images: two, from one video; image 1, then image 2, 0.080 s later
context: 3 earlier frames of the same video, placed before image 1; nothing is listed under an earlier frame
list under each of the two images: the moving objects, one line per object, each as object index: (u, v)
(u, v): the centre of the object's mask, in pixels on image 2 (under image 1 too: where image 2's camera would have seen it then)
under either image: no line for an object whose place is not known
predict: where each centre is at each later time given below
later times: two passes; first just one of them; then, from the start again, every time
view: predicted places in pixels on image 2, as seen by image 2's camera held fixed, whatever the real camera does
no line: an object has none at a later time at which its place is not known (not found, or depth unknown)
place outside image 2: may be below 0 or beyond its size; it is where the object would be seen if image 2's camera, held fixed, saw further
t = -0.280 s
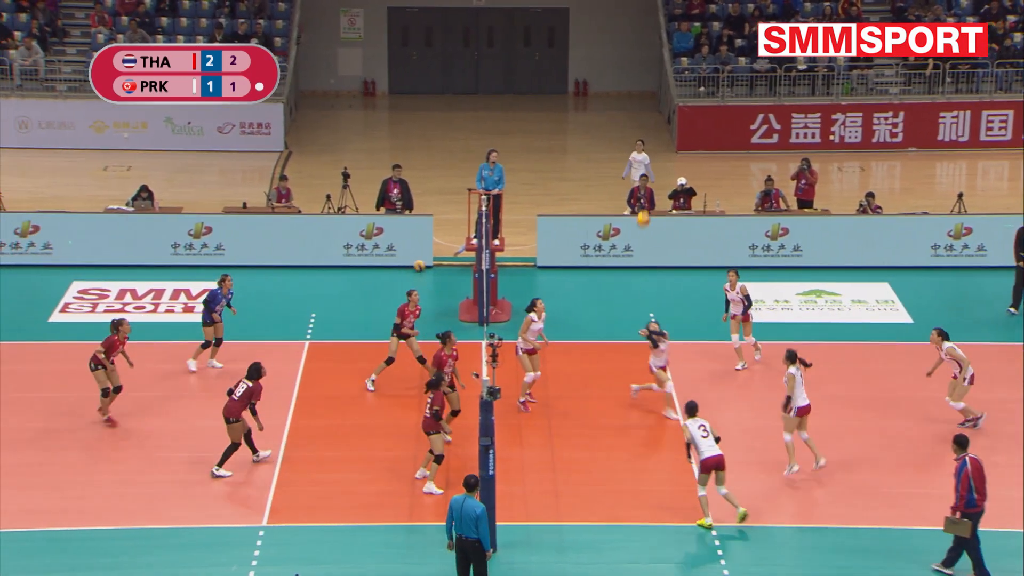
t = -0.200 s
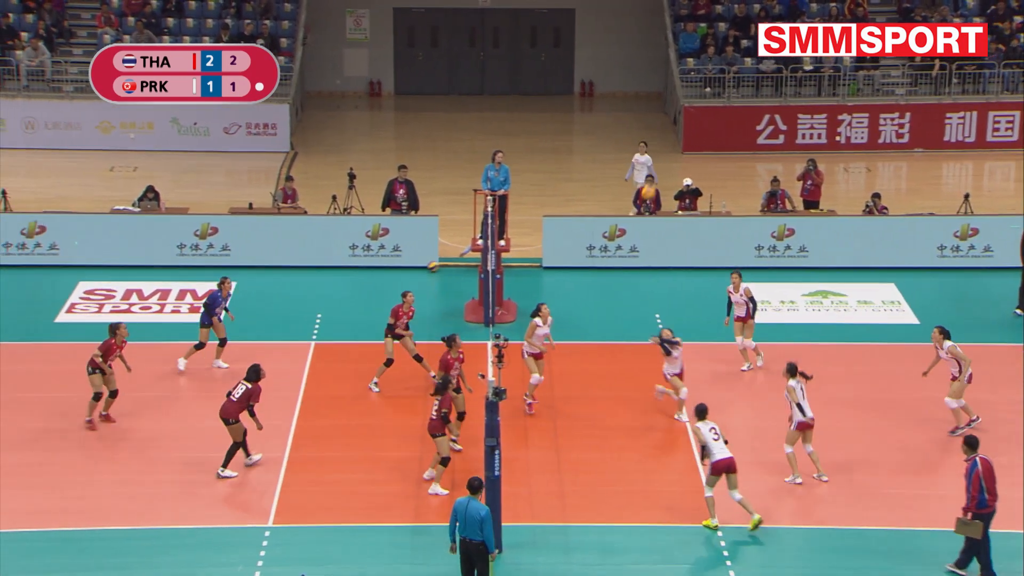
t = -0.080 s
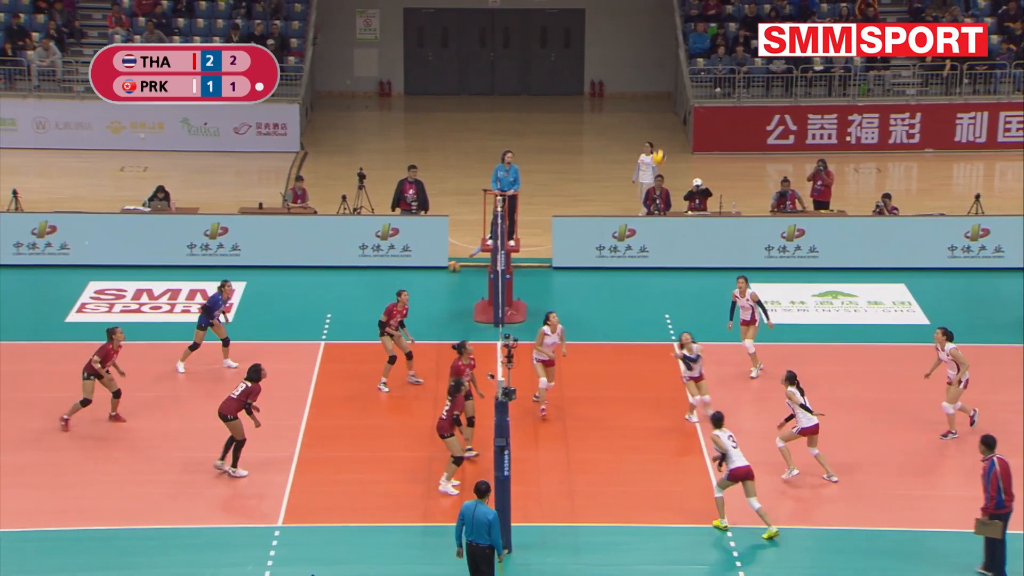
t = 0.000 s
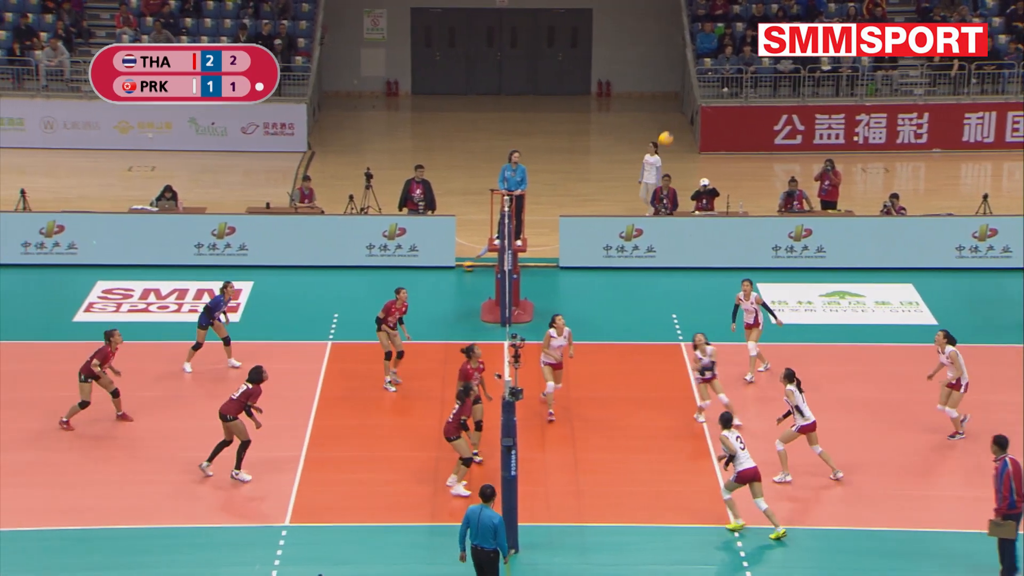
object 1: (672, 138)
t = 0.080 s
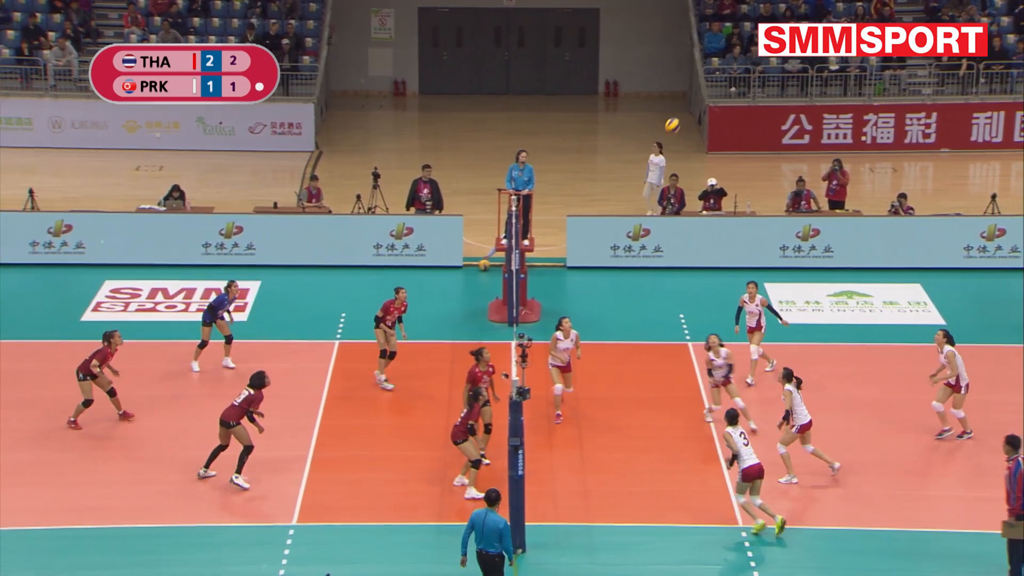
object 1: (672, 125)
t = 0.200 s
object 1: (672, 112)
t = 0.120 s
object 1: (672, 120)
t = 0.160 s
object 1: (673, 116)
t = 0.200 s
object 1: (672, 112)
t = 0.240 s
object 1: (673, 109)
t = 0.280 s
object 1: (672, 109)
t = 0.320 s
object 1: (672, 109)
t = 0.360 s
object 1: (672, 110)
